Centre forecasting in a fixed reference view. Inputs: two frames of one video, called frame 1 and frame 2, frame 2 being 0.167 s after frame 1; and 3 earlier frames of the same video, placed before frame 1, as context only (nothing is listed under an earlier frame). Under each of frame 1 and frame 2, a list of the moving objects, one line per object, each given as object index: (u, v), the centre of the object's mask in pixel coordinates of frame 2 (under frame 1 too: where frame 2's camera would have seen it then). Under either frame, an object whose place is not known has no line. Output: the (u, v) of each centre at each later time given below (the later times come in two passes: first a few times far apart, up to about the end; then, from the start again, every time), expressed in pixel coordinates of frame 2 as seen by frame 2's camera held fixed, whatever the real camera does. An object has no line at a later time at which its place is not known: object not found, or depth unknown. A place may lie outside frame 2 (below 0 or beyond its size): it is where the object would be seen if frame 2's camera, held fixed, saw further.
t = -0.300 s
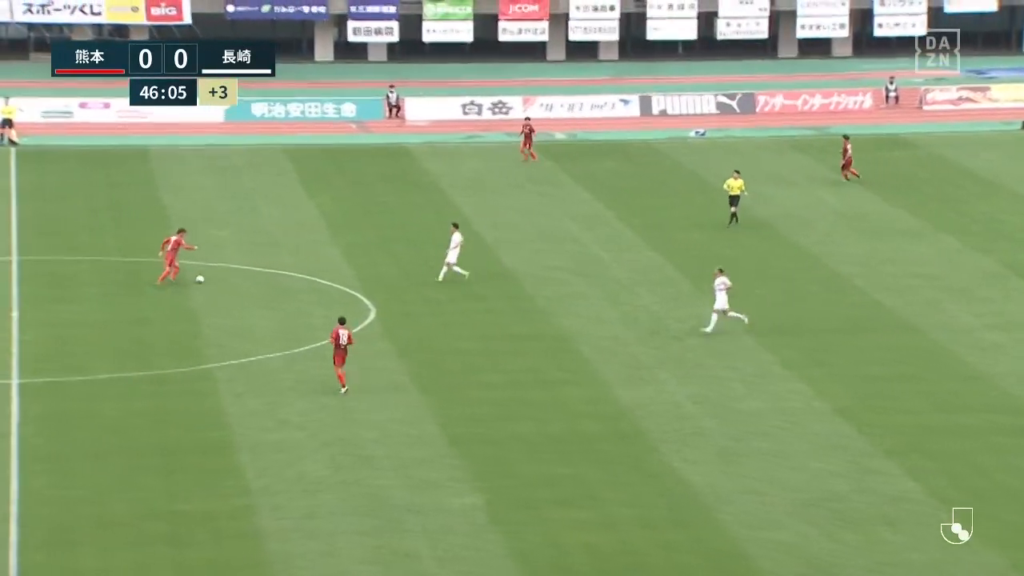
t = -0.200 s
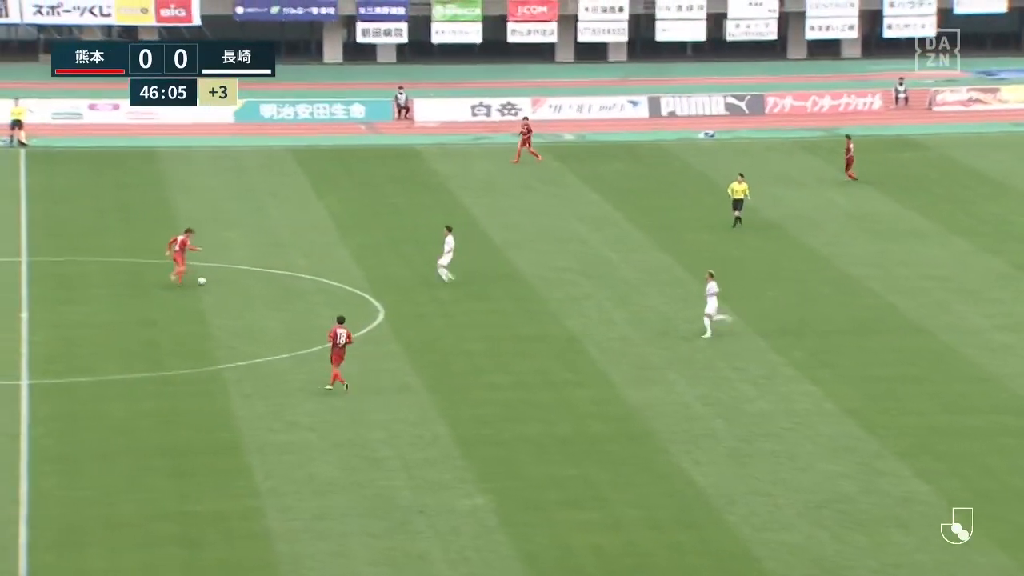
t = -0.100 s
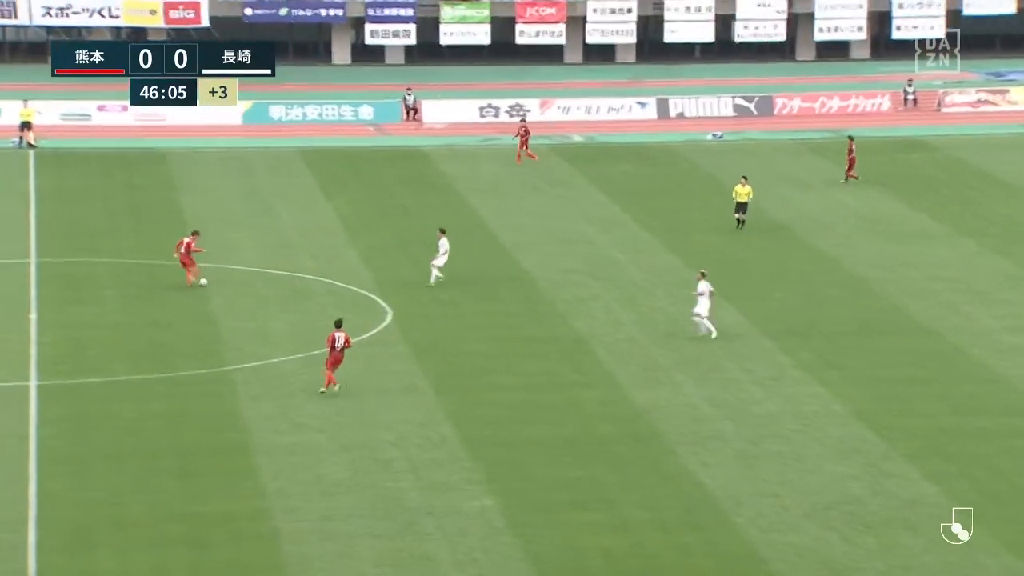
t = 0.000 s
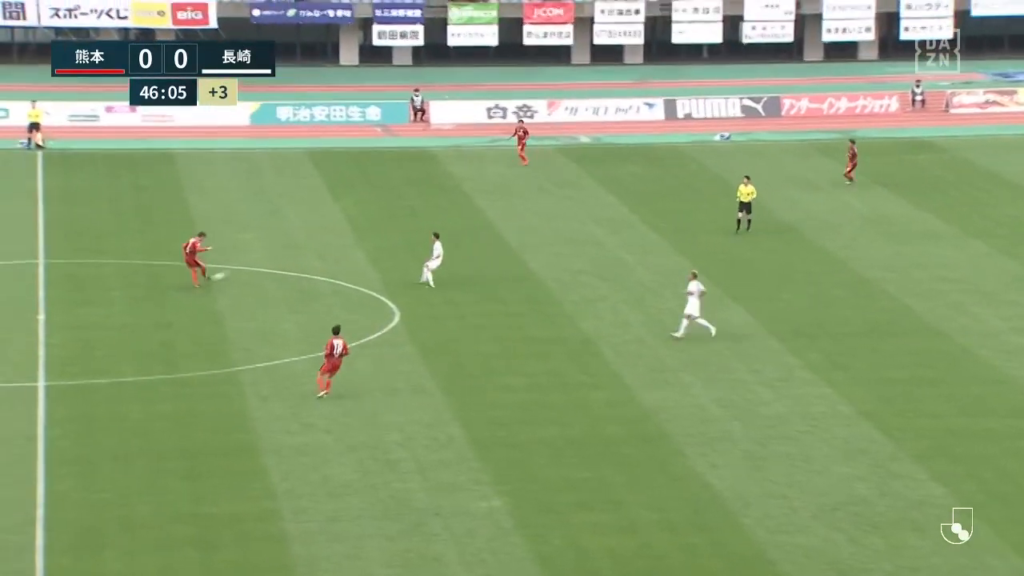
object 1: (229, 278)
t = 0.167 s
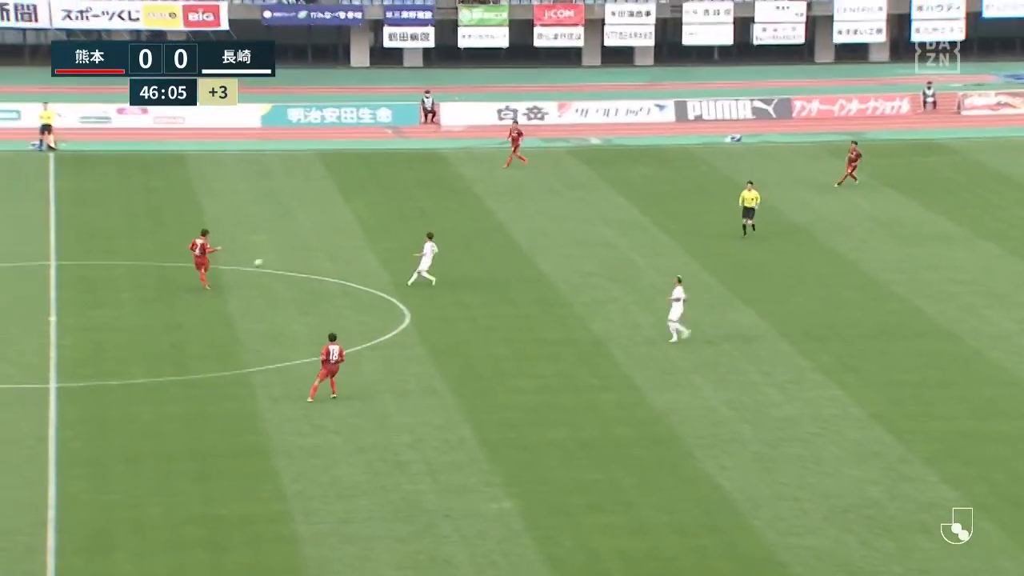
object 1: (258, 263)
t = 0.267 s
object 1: (272, 254)
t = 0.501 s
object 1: (298, 238)
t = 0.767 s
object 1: (318, 223)
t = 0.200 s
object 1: (262, 259)
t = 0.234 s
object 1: (267, 256)
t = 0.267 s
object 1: (272, 254)
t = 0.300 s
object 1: (277, 252)
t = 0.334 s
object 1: (281, 250)
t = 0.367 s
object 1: (284, 248)
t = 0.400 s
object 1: (288, 244)
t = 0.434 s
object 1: (291, 241)
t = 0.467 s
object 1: (295, 239)
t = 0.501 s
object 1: (298, 238)
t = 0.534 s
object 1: (301, 236)
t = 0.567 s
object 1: (304, 233)
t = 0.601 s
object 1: (306, 231)
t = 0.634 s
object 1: (309, 229)
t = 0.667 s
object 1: (311, 228)
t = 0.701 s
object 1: (313, 226)
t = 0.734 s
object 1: (315, 225)
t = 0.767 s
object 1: (318, 223)
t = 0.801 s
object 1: (319, 220)
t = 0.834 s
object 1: (321, 218)
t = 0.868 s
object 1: (323, 216)
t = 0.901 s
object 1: (325, 215)
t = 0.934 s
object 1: (326, 214)
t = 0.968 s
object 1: (328, 213)
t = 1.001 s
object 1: (329, 210)
